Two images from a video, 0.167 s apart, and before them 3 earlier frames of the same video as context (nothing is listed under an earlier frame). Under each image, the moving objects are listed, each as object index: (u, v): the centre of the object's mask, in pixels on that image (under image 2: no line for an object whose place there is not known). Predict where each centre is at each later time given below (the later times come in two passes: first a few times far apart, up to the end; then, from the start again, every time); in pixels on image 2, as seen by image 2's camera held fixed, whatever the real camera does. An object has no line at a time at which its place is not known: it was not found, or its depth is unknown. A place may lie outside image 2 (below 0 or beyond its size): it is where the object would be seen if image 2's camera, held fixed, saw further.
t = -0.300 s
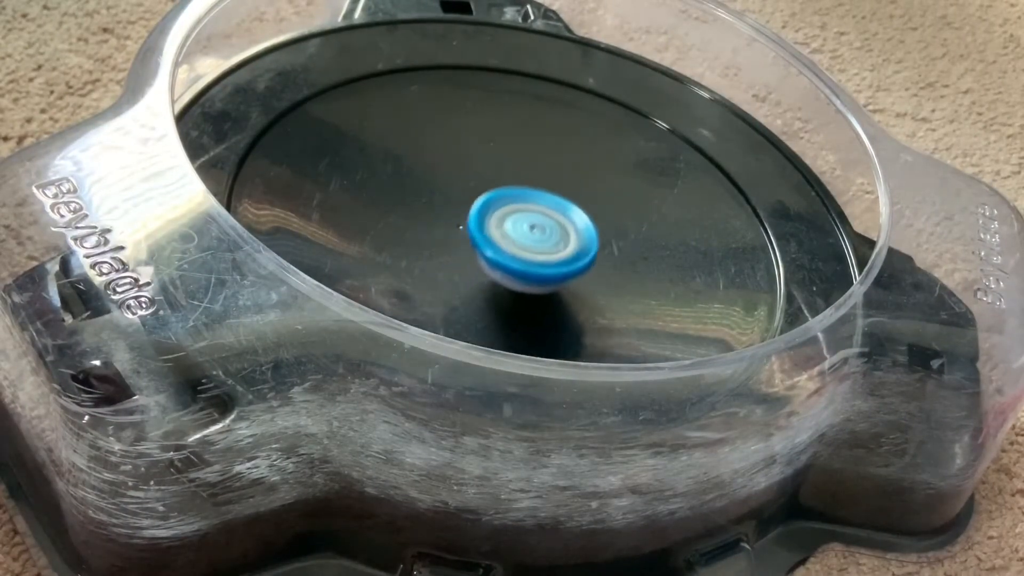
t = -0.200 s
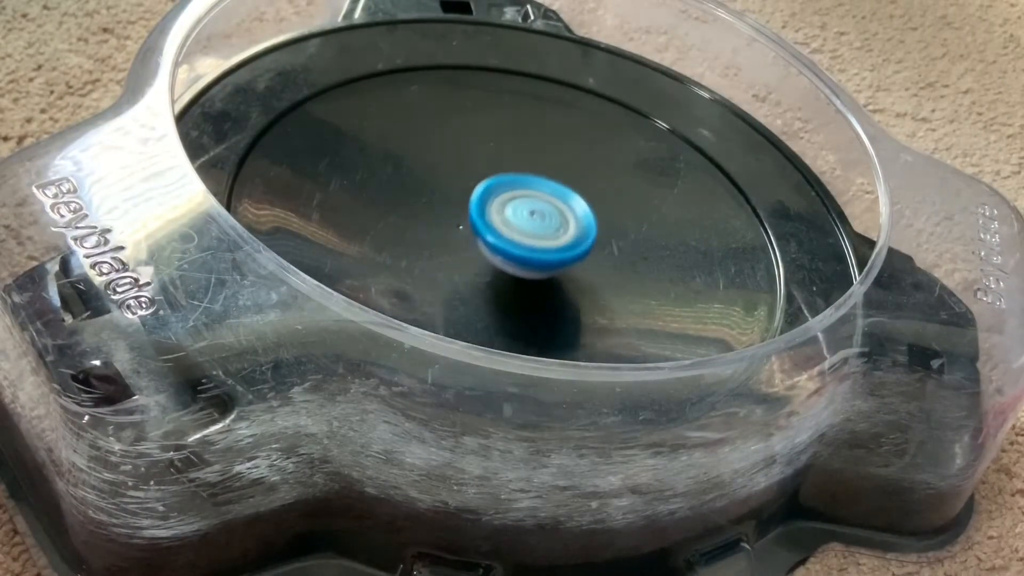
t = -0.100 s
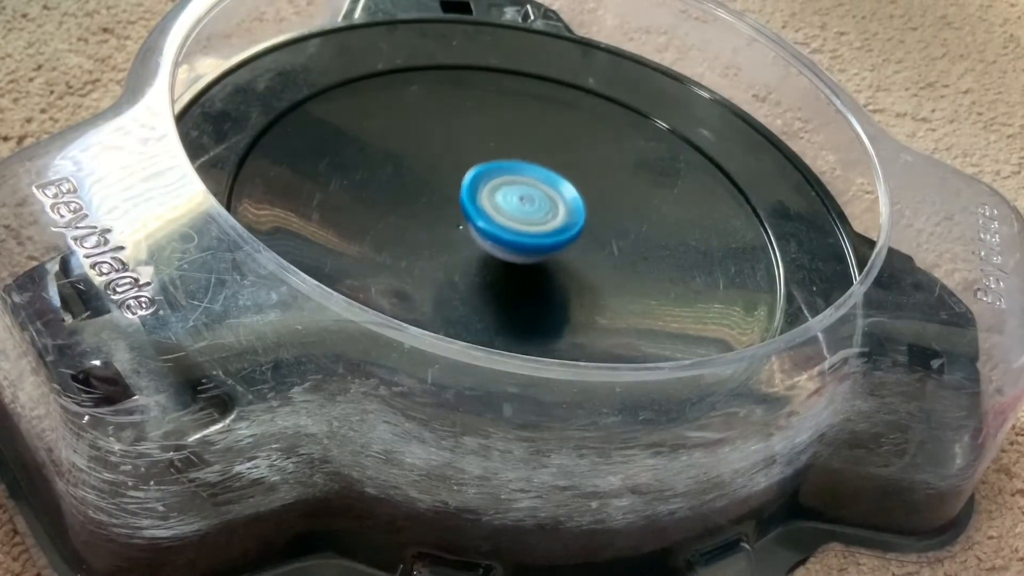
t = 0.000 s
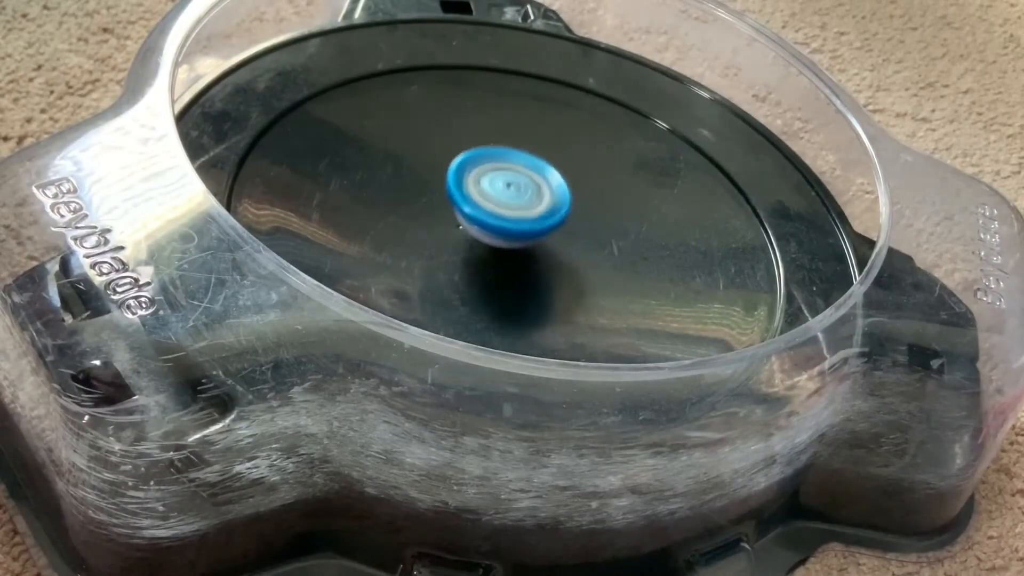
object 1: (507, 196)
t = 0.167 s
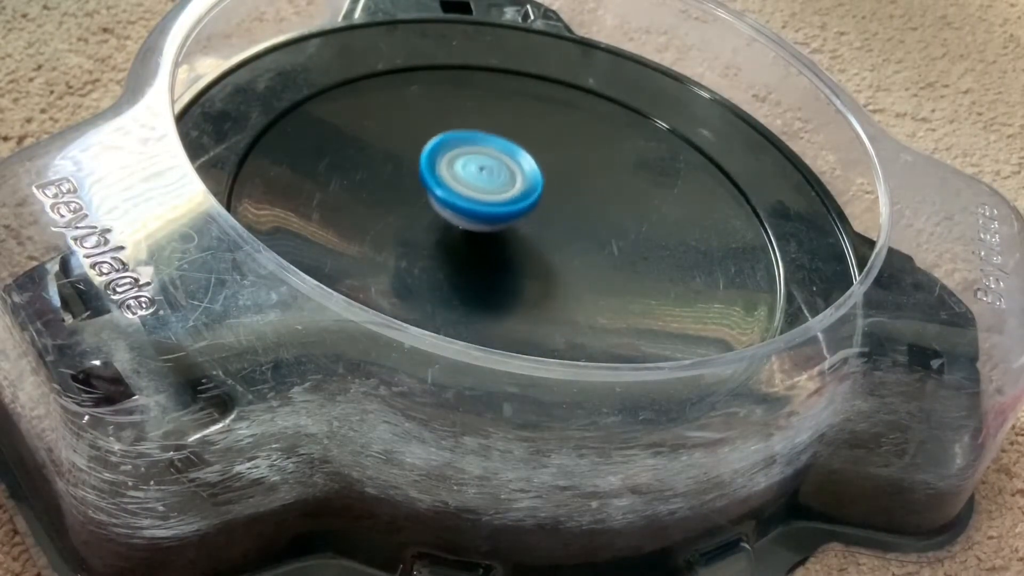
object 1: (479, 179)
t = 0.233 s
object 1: (467, 177)
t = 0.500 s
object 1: (457, 198)
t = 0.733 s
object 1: (499, 210)
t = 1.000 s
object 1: (533, 194)
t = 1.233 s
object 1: (534, 183)
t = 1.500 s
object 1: (520, 188)
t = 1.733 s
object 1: (526, 208)
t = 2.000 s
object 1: (549, 230)
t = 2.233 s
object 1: (567, 229)
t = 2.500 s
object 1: (692, 286)
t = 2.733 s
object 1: (720, 268)
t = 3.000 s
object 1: (638, 231)
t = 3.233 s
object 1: (543, 219)
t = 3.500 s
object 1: (450, 208)
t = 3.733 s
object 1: (393, 199)
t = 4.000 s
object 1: (373, 195)
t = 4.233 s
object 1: (413, 198)
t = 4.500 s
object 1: (489, 192)
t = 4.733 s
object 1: (545, 179)
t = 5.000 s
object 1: (590, 175)
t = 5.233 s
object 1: (606, 182)
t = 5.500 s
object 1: (587, 205)
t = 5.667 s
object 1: (564, 224)
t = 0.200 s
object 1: (473, 178)
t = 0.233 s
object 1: (467, 177)
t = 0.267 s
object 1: (461, 177)
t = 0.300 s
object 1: (456, 178)
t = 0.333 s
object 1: (453, 180)
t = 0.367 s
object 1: (450, 183)
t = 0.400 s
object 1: (450, 187)
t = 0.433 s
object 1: (451, 191)
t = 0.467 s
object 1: (454, 195)
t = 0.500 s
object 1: (457, 198)
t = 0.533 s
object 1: (462, 202)
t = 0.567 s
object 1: (467, 205)
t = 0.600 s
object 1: (473, 207)
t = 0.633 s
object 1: (479, 209)
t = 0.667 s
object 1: (486, 210)
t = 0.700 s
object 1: (493, 210)
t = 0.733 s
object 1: (499, 210)
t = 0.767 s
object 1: (505, 208)
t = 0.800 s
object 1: (510, 206)
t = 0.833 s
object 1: (514, 204)
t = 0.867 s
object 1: (519, 202)
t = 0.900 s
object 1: (523, 200)
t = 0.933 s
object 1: (526, 198)
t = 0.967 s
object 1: (530, 196)
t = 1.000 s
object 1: (533, 194)
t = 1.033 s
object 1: (535, 192)
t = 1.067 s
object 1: (536, 190)
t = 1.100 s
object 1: (537, 189)
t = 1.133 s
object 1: (537, 187)
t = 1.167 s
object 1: (536, 185)
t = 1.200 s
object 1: (536, 184)
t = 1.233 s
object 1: (534, 183)
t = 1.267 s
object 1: (532, 182)
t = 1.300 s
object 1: (530, 182)
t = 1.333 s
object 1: (528, 182)
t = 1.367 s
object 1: (526, 182)
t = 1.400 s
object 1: (523, 183)
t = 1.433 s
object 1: (522, 184)
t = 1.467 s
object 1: (521, 186)
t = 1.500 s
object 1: (520, 188)
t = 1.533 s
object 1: (520, 191)
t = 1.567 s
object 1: (520, 193)
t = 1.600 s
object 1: (520, 196)
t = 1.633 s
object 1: (522, 199)
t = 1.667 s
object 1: (523, 202)
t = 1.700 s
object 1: (524, 205)
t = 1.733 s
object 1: (526, 208)
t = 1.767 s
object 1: (528, 211)
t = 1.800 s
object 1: (531, 214)
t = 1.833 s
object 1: (534, 217)
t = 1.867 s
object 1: (536, 220)
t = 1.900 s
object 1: (540, 223)
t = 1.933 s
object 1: (542, 226)
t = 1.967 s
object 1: (546, 228)
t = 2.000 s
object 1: (549, 230)
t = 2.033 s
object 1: (553, 230)
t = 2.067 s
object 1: (556, 231)
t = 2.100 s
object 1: (559, 231)
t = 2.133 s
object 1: (563, 231)
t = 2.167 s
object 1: (565, 231)
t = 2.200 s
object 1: (566, 230)
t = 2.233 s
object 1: (567, 229)
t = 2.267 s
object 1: (567, 227)
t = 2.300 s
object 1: (566, 226)
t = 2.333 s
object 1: (564, 224)
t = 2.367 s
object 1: (562, 222)
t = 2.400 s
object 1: (577, 229)
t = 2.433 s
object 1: (622, 254)
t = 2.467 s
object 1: (662, 273)
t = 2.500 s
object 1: (692, 286)
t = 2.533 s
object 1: (715, 293)
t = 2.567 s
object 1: (726, 294)
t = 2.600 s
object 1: (732, 292)
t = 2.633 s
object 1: (733, 289)
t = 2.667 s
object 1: (731, 283)
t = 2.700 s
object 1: (726, 276)
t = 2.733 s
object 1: (720, 268)
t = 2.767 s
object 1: (712, 262)
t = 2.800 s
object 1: (703, 255)
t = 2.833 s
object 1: (695, 250)
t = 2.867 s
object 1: (685, 245)
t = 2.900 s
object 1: (674, 241)
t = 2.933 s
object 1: (663, 237)
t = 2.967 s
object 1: (650, 234)
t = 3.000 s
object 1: (638, 231)
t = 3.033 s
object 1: (624, 229)
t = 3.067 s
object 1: (610, 227)
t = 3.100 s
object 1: (597, 225)
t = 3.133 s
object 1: (582, 224)
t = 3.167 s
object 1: (570, 222)
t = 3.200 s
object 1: (556, 221)
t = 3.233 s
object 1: (543, 219)
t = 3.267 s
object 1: (531, 218)
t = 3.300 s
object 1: (517, 217)
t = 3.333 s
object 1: (506, 216)
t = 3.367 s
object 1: (494, 214)
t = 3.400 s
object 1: (481, 213)
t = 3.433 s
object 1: (471, 211)
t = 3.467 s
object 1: (460, 210)
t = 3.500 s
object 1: (450, 208)
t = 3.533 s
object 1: (441, 207)
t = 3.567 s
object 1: (431, 205)
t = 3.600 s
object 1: (423, 204)
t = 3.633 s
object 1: (414, 203)
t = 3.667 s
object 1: (406, 202)
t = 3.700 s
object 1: (399, 200)
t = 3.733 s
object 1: (393, 199)
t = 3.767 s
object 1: (386, 198)
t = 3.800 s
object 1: (382, 197)
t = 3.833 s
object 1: (378, 196)
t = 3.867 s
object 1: (375, 195)
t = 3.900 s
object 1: (373, 195)
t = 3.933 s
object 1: (372, 195)
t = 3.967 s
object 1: (371, 195)
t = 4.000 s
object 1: (373, 195)
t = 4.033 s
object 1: (375, 196)
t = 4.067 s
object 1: (378, 196)
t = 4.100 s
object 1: (383, 196)
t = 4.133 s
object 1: (389, 197)
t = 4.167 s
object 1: (396, 197)
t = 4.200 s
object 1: (404, 197)
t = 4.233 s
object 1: (413, 198)
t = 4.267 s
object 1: (421, 198)
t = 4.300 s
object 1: (430, 197)
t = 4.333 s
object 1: (440, 197)
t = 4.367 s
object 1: (450, 197)
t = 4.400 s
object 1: (460, 196)
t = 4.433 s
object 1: (470, 195)
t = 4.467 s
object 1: (480, 195)
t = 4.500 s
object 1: (489, 192)
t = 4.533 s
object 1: (498, 190)
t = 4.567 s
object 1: (507, 188)
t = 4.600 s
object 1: (515, 186)
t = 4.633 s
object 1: (523, 184)
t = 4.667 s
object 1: (531, 182)
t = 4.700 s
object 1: (538, 181)
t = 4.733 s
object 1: (545, 179)
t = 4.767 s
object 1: (553, 178)
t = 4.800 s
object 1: (560, 177)
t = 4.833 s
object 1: (566, 177)
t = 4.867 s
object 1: (571, 176)
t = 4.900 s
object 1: (577, 175)
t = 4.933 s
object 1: (582, 175)
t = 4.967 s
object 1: (586, 175)
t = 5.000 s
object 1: (590, 175)
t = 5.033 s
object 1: (595, 176)
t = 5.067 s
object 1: (598, 177)
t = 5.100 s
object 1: (601, 177)
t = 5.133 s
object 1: (603, 178)
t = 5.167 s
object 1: (605, 179)
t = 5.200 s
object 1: (606, 181)
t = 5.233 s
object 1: (606, 182)
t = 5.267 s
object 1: (605, 184)
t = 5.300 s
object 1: (605, 186)
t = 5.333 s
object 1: (603, 188)
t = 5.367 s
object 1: (601, 191)
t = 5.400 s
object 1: (597, 195)
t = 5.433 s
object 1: (594, 198)
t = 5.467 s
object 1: (591, 201)
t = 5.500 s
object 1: (587, 205)
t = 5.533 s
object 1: (582, 209)
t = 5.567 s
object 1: (578, 213)
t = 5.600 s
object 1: (574, 217)
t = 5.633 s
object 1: (569, 221)
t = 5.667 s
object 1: (564, 224)
